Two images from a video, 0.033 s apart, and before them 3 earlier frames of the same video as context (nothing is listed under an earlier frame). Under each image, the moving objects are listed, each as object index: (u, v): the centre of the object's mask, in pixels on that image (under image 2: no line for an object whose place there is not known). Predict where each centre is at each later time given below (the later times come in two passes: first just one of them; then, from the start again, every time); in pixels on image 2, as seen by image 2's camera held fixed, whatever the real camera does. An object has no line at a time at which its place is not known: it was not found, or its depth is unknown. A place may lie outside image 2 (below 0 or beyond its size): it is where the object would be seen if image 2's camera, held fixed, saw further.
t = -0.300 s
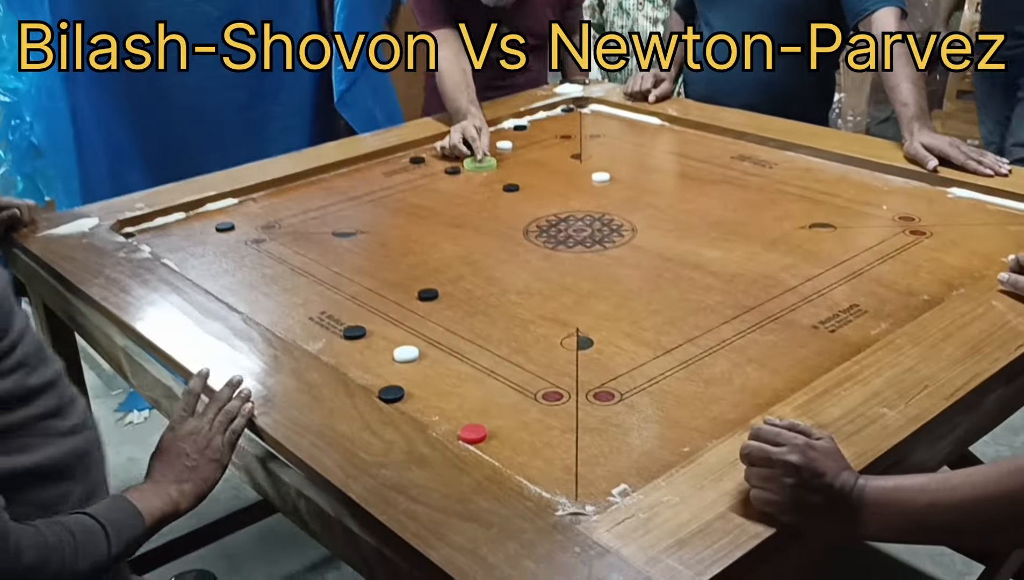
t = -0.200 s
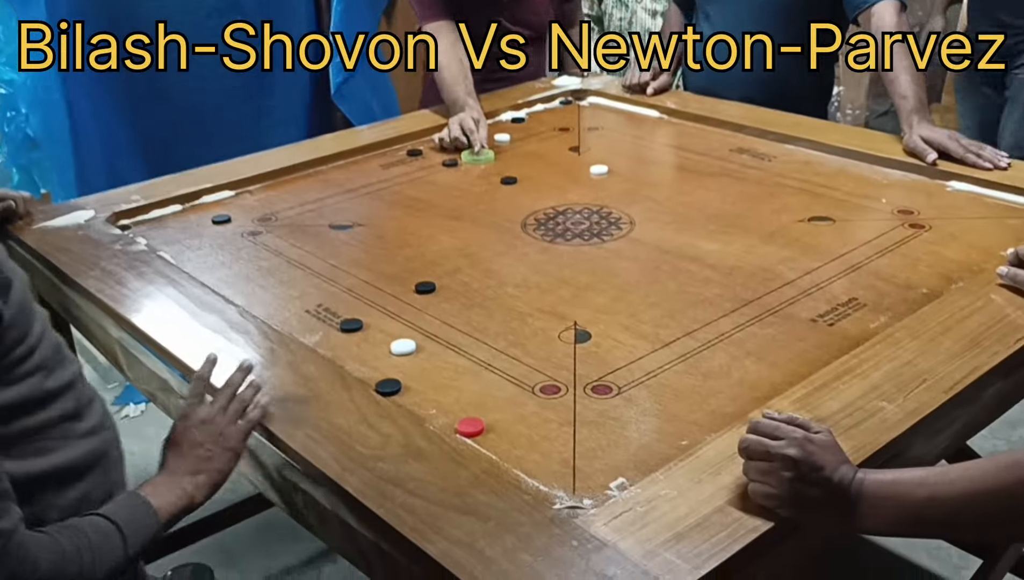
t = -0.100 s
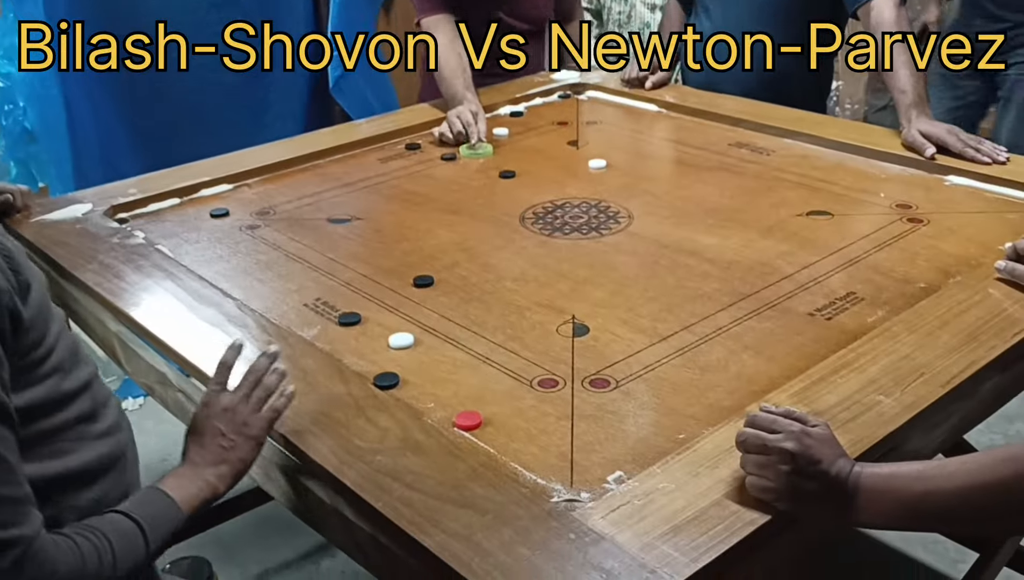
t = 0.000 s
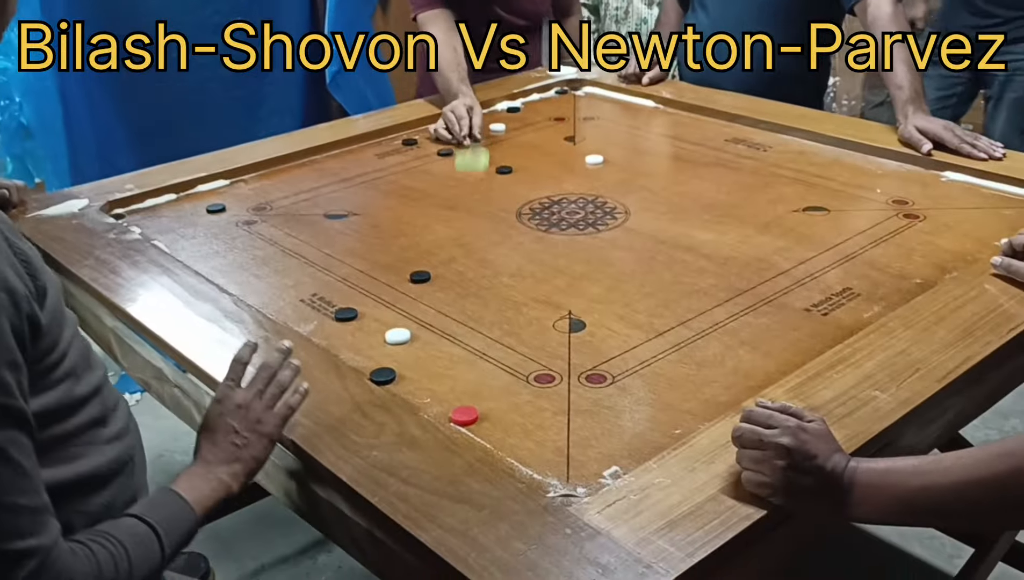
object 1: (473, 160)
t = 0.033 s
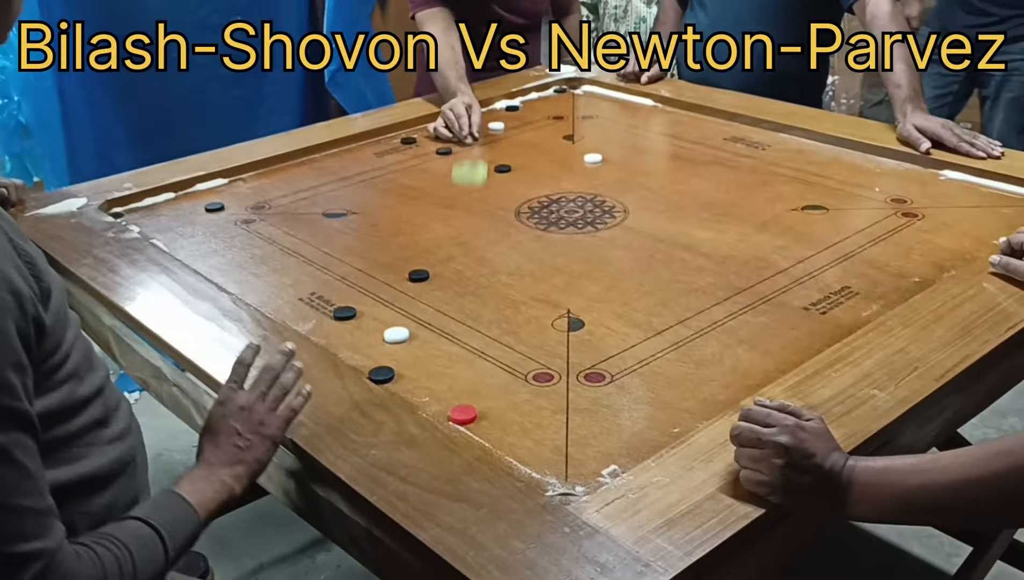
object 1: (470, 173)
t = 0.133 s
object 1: (467, 218)
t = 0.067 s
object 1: (470, 187)
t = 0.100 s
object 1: (468, 202)
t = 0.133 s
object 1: (467, 218)
